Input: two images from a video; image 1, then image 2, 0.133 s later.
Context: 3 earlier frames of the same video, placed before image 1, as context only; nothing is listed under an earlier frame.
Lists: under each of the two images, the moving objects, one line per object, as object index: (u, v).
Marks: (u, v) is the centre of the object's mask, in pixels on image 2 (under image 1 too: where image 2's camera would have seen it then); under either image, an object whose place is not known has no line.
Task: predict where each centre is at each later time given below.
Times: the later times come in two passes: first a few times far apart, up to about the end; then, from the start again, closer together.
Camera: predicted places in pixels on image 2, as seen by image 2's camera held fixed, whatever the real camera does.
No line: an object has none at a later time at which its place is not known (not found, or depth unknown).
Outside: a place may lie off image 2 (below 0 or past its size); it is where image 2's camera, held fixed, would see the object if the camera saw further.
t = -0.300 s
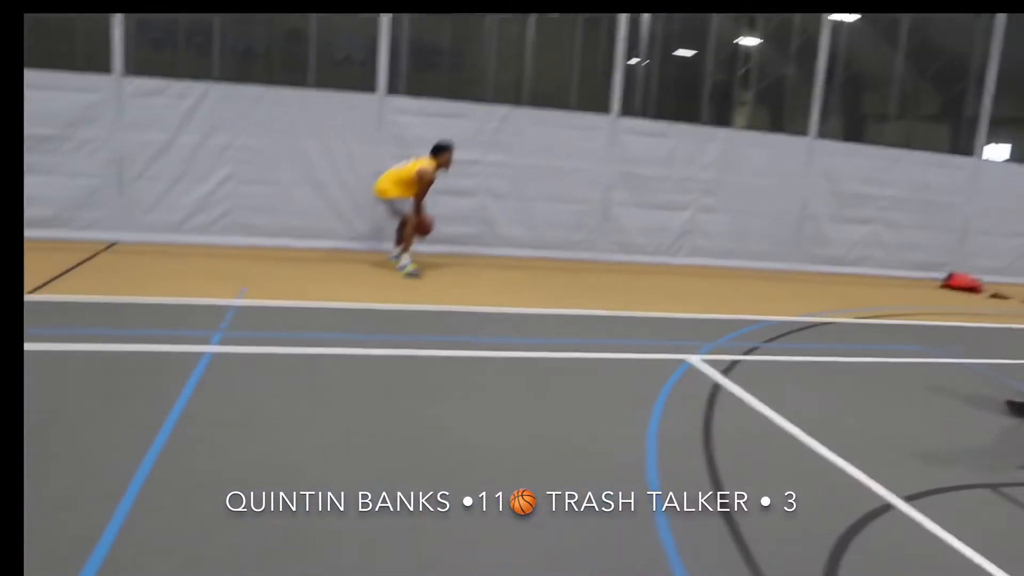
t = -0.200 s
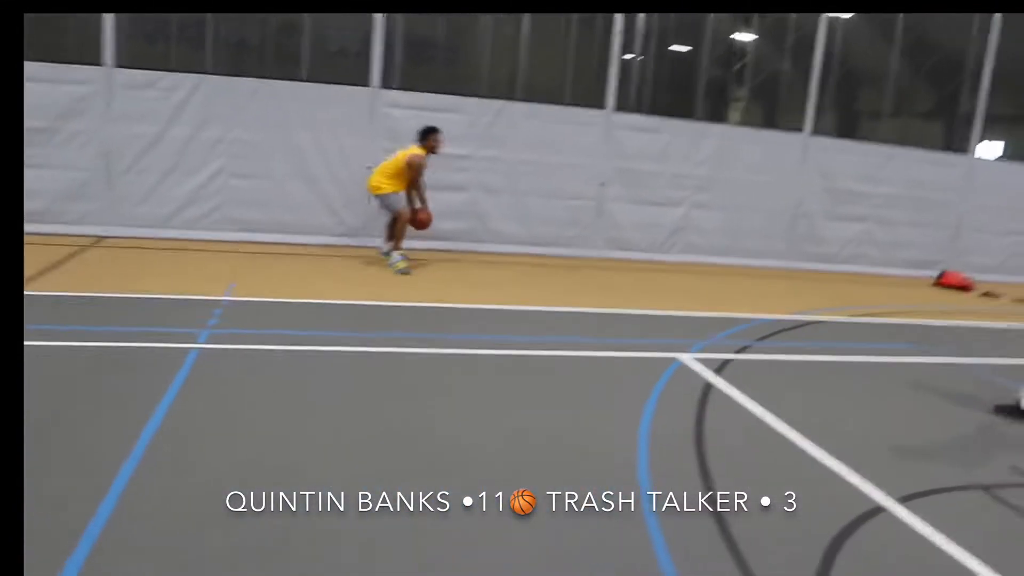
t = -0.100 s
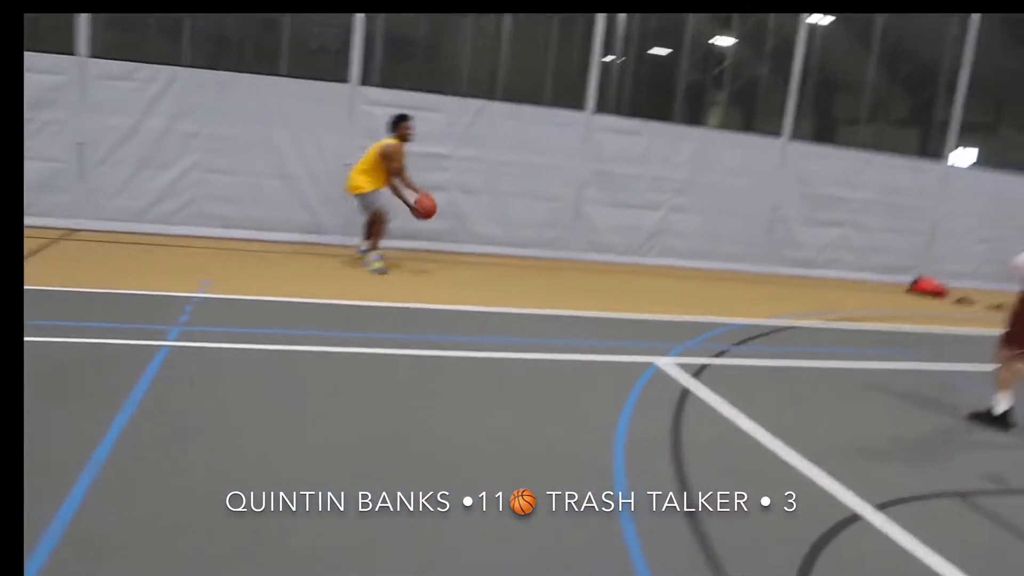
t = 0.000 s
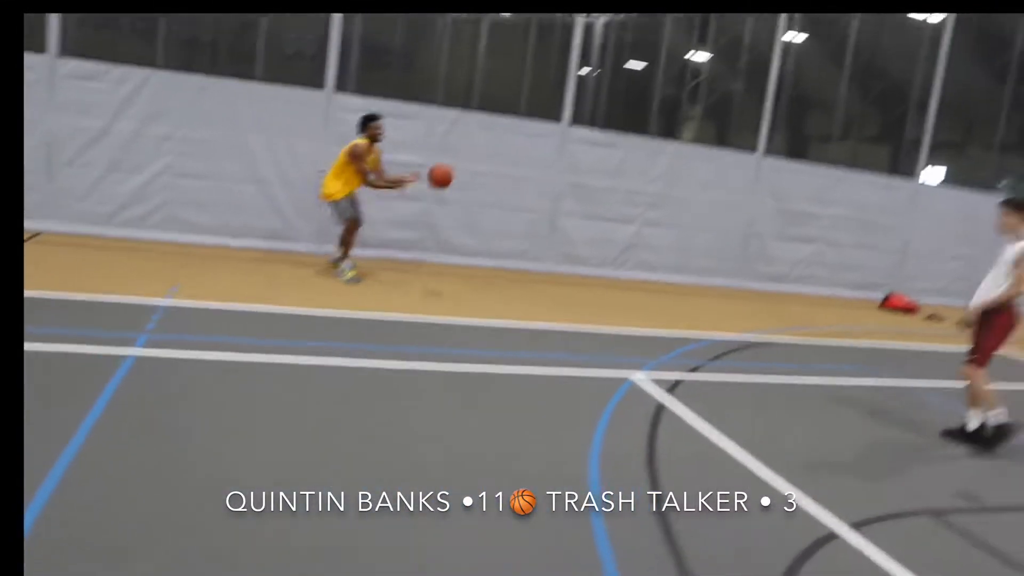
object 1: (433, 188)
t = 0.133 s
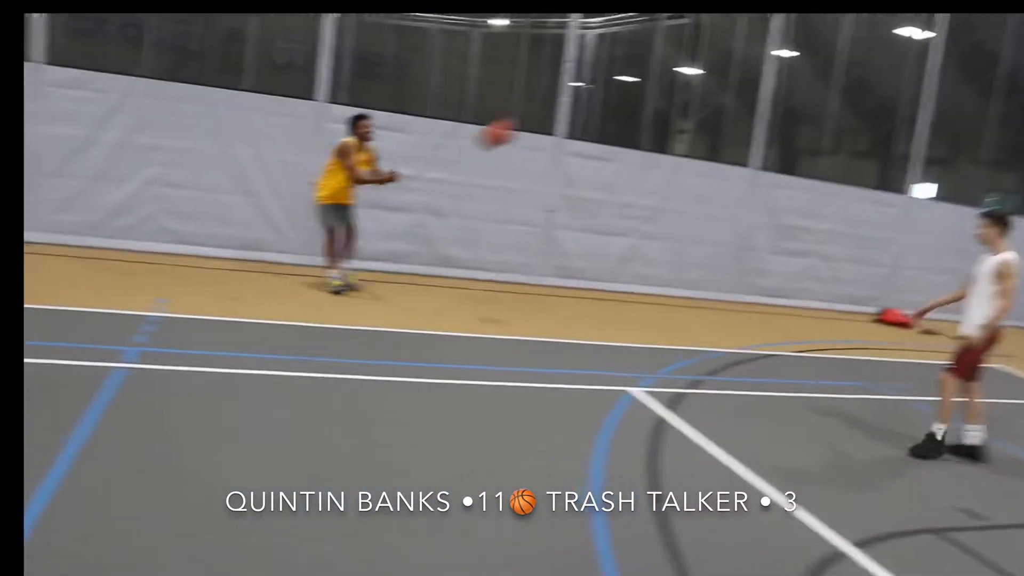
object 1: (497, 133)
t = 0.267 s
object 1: (564, 95)
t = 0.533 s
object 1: (712, 72)
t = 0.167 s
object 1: (514, 121)
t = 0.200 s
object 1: (532, 111)
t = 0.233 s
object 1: (547, 102)
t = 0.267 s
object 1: (564, 95)
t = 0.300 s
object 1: (583, 87)
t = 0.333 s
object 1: (601, 82)
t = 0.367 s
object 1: (620, 75)
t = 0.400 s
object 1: (637, 73)
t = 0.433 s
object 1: (654, 72)
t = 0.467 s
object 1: (672, 70)
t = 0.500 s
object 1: (692, 71)
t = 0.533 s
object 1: (712, 72)
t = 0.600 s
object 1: (746, 81)
